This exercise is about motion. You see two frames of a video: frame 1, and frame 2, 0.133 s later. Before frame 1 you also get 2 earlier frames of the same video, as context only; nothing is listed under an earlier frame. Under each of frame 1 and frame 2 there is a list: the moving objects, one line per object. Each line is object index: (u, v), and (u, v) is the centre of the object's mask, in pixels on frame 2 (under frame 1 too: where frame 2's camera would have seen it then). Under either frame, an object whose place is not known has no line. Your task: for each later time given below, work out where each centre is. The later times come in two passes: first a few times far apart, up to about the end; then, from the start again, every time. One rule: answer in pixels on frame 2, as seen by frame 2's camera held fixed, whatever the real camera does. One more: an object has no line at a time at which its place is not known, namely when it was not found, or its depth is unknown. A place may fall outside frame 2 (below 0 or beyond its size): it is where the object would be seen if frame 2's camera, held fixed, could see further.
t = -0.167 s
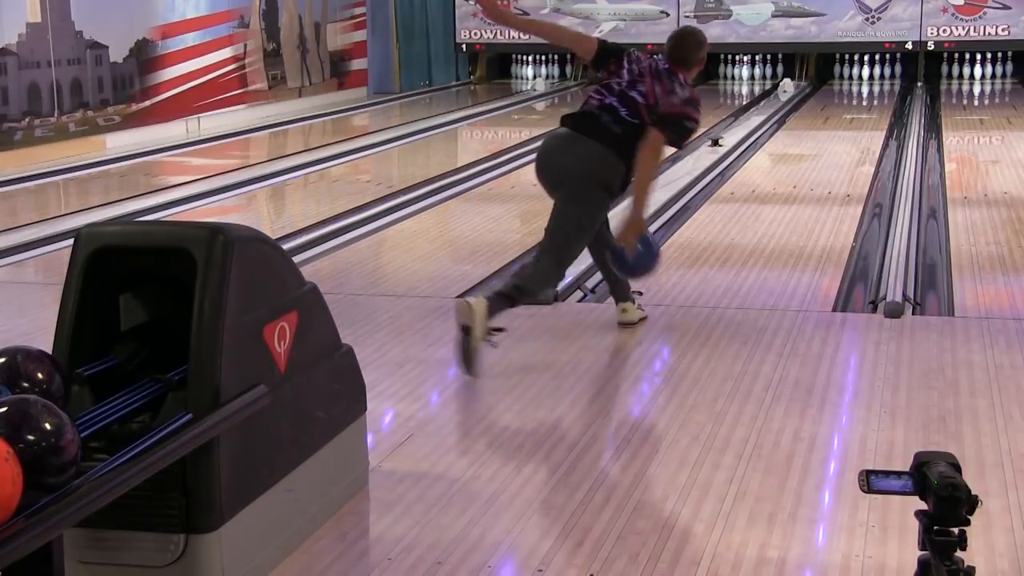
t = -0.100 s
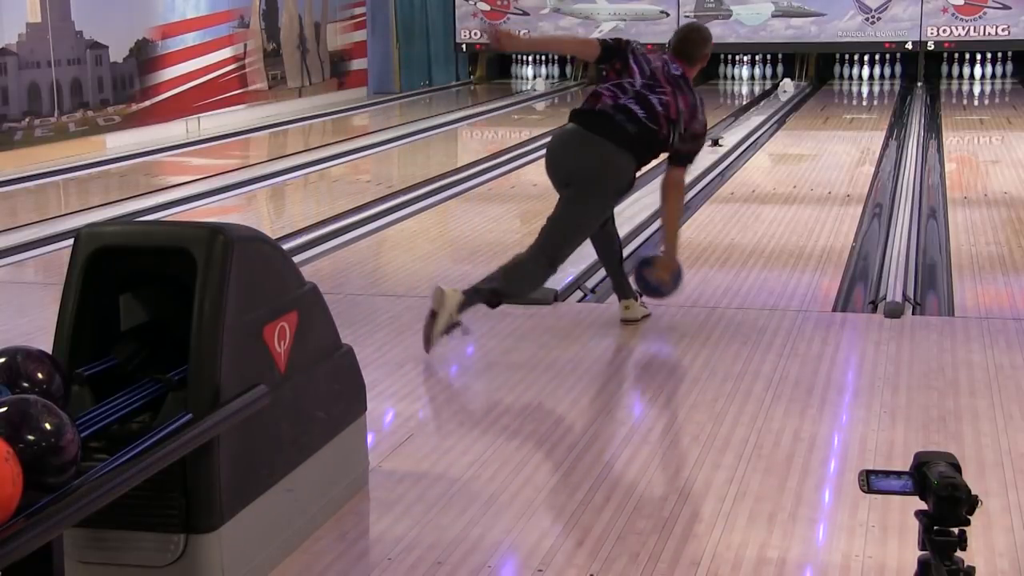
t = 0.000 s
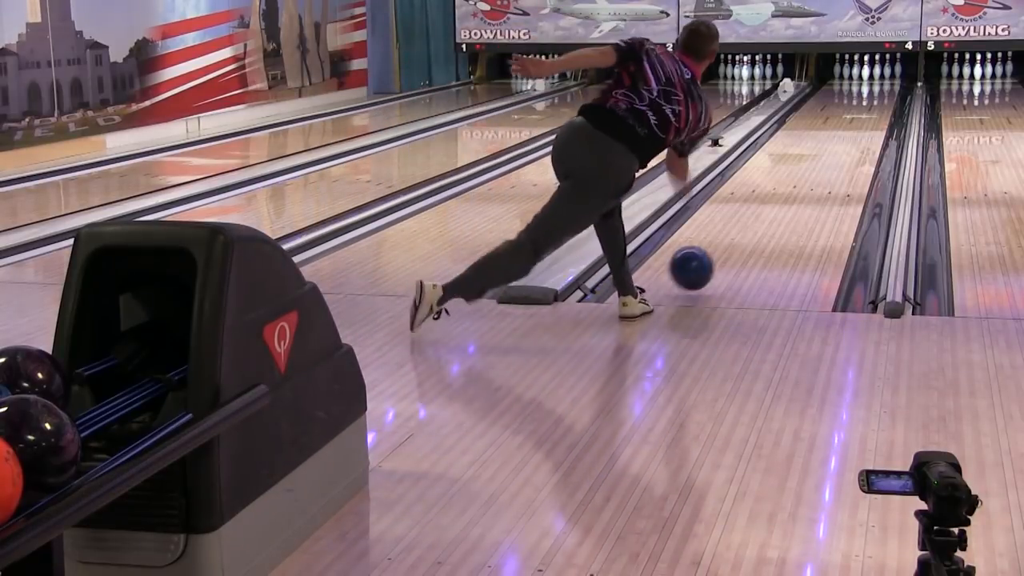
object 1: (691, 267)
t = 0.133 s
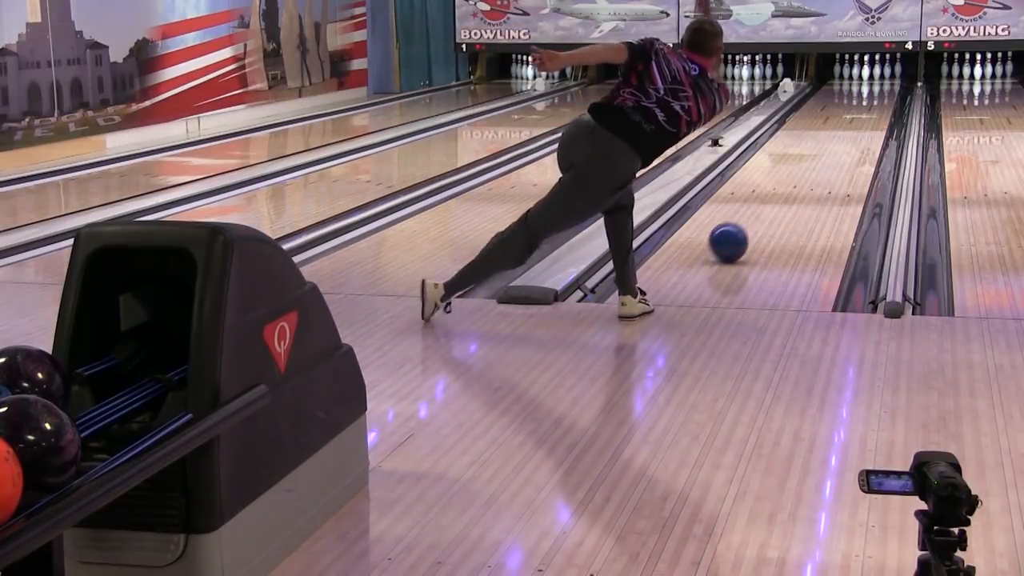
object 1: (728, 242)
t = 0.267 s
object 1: (758, 216)
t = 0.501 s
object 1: (797, 181)
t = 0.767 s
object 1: (829, 152)
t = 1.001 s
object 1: (850, 133)
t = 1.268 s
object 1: (867, 116)
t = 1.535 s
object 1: (880, 102)
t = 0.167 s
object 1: (736, 235)
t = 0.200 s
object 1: (744, 228)
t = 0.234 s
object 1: (751, 222)
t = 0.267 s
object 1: (758, 216)
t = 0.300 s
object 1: (764, 210)
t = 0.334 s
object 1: (770, 205)
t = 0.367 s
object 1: (776, 199)
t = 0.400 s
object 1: (782, 195)
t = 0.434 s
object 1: (787, 190)
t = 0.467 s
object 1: (792, 185)
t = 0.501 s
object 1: (797, 181)
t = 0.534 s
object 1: (802, 177)
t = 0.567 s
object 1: (806, 173)
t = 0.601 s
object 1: (810, 169)
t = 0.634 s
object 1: (814, 165)
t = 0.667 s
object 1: (818, 162)
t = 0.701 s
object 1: (822, 158)
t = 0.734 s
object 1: (825, 155)
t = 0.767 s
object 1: (829, 152)
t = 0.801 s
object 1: (832, 149)
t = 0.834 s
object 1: (835, 146)
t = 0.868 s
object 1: (838, 143)
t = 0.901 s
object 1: (841, 140)
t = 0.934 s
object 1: (844, 138)
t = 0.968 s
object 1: (847, 135)
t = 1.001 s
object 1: (850, 133)
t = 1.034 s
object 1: (852, 130)
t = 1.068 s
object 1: (854, 128)
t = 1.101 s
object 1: (857, 126)
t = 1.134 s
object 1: (859, 124)
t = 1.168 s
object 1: (861, 121)
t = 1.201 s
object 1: (863, 120)
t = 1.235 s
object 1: (865, 117)
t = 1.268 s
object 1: (867, 116)
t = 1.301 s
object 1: (869, 113)
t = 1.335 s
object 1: (871, 112)
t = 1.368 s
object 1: (872, 111)
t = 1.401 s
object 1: (874, 108)
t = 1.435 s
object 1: (876, 106)
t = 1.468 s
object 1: (878, 104)
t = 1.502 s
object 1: (879, 103)
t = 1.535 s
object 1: (880, 102)
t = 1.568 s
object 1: (881, 100)
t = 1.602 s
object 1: (882, 99)
